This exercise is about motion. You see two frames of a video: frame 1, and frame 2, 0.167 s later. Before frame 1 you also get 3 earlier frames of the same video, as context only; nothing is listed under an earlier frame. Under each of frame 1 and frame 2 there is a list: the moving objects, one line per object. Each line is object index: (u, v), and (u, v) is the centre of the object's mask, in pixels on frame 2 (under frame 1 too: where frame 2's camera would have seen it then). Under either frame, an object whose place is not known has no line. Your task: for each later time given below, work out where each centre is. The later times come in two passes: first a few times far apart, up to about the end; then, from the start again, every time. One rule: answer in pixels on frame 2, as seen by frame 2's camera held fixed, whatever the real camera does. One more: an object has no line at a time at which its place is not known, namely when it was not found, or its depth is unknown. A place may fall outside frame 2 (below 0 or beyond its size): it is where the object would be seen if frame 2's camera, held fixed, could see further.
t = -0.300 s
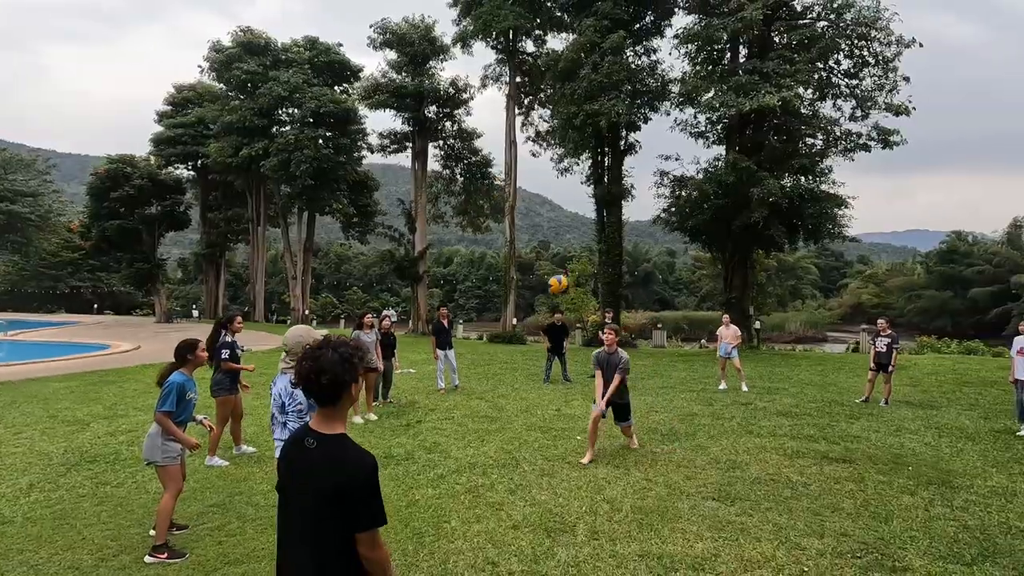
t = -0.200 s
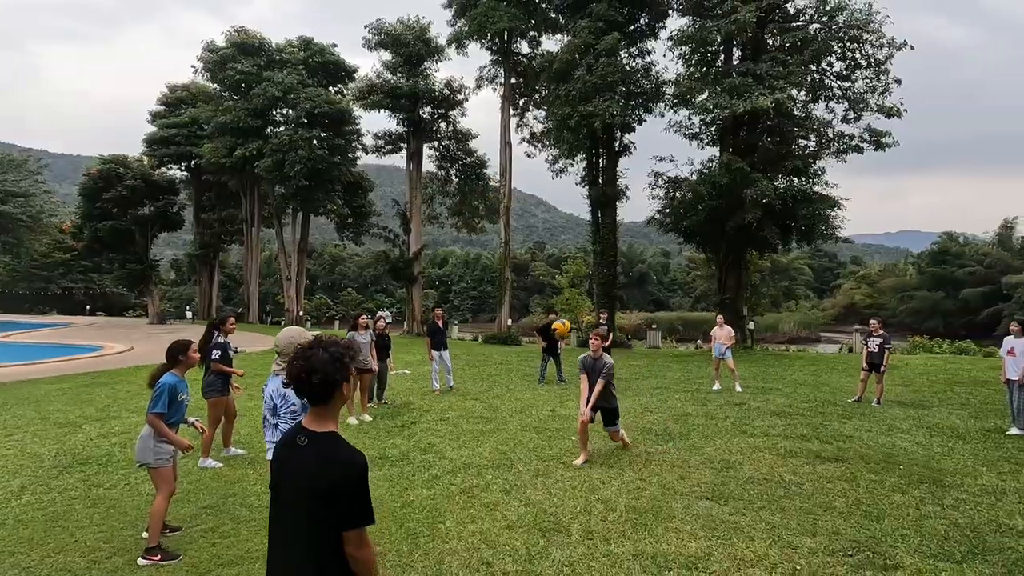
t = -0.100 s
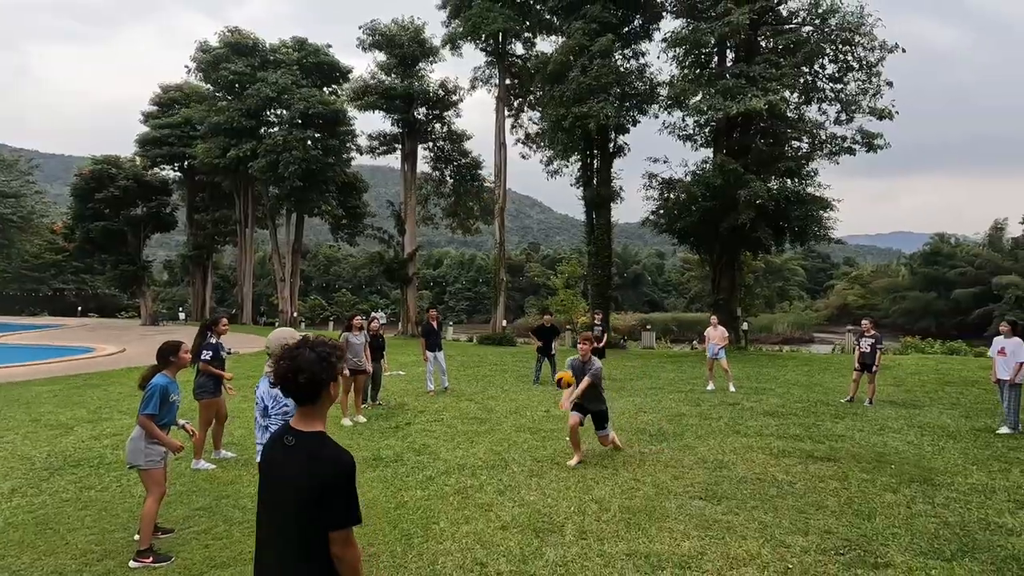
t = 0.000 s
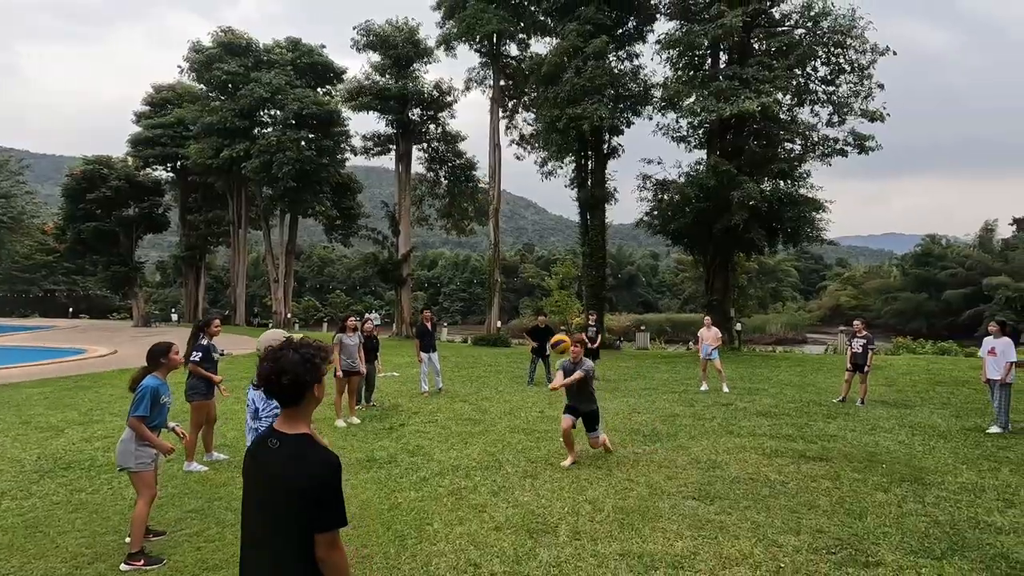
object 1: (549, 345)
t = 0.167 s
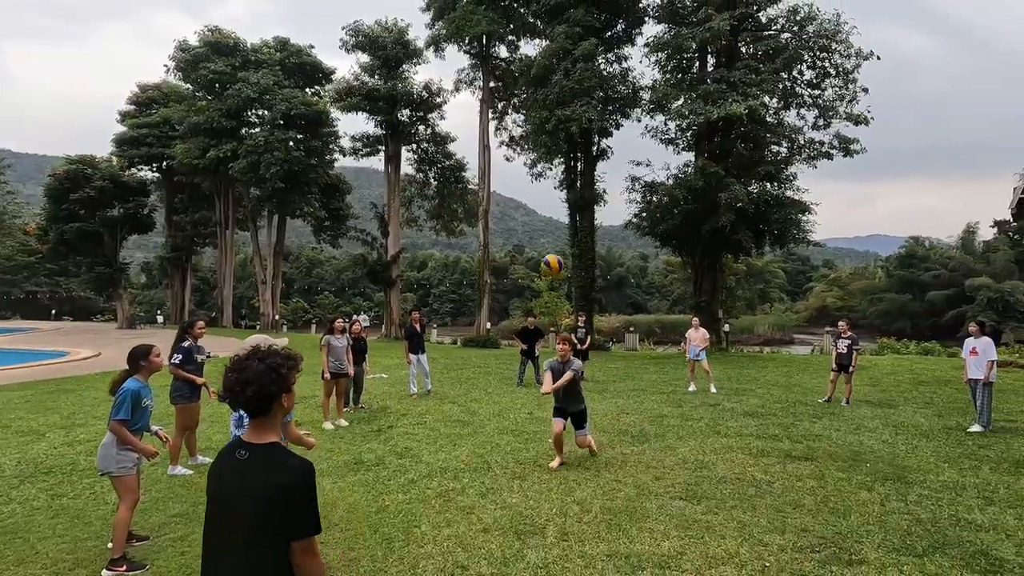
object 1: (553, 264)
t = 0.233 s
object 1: (553, 237)
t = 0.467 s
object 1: (557, 166)
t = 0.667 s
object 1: (562, 147)
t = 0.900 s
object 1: (572, 196)
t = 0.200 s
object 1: (552, 250)
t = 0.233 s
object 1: (553, 237)
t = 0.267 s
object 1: (554, 225)
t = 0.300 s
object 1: (554, 213)
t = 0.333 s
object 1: (555, 202)
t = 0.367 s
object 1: (555, 191)
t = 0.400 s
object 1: (556, 183)
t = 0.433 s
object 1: (557, 174)
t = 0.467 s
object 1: (557, 166)
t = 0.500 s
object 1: (557, 160)
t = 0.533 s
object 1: (558, 155)
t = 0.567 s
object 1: (559, 151)
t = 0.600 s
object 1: (560, 148)
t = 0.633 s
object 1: (562, 147)
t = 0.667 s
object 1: (562, 147)
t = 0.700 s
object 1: (564, 148)
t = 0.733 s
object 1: (565, 151)
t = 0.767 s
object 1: (566, 156)
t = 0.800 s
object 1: (568, 163)
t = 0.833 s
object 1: (570, 172)
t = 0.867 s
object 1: (571, 183)
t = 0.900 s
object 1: (572, 196)
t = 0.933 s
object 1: (574, 212)
